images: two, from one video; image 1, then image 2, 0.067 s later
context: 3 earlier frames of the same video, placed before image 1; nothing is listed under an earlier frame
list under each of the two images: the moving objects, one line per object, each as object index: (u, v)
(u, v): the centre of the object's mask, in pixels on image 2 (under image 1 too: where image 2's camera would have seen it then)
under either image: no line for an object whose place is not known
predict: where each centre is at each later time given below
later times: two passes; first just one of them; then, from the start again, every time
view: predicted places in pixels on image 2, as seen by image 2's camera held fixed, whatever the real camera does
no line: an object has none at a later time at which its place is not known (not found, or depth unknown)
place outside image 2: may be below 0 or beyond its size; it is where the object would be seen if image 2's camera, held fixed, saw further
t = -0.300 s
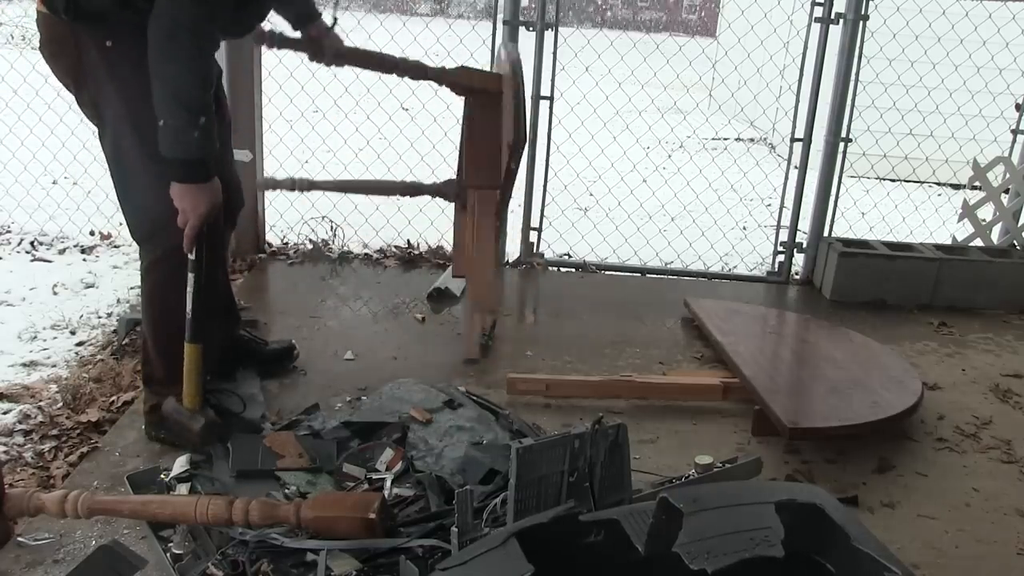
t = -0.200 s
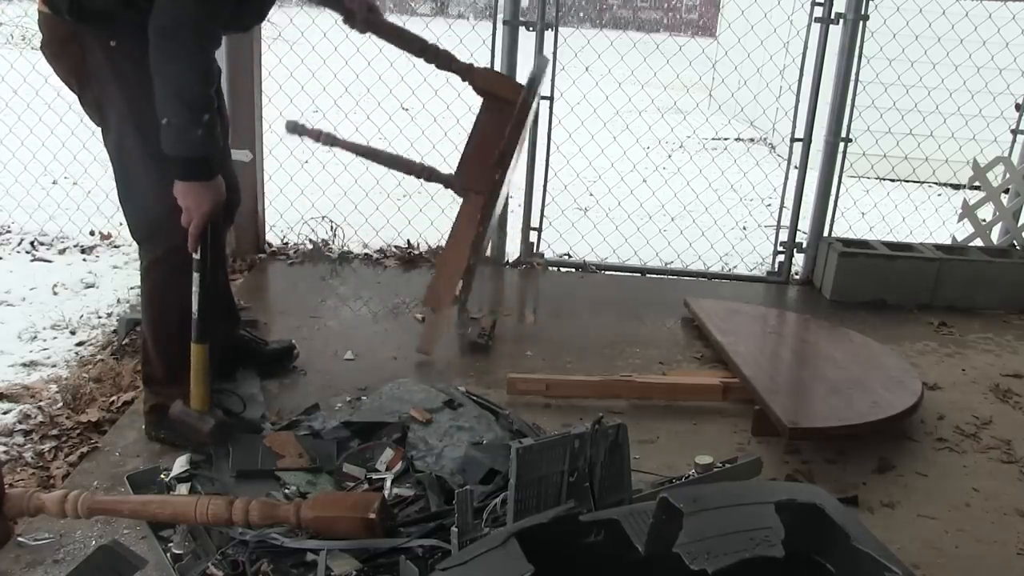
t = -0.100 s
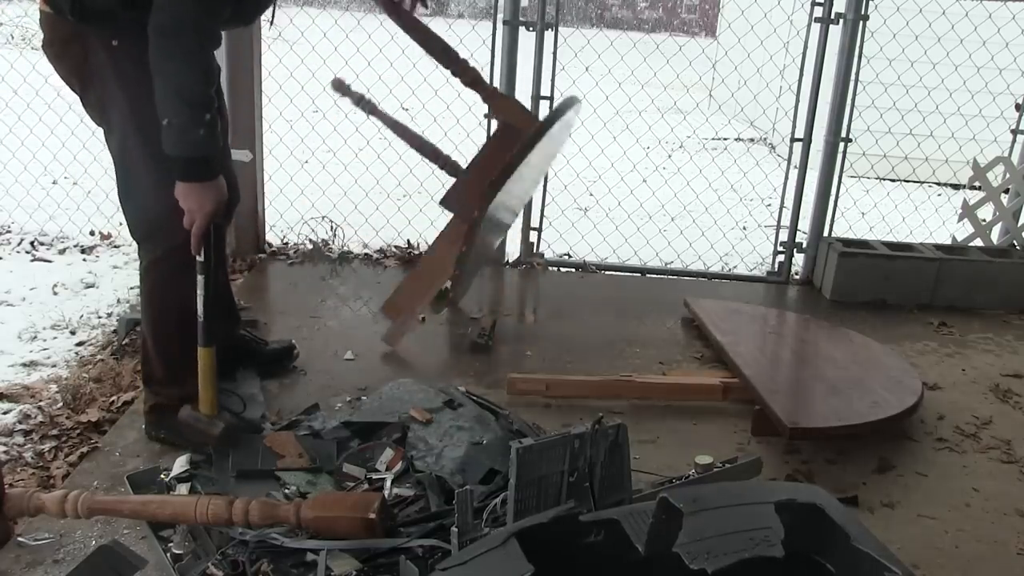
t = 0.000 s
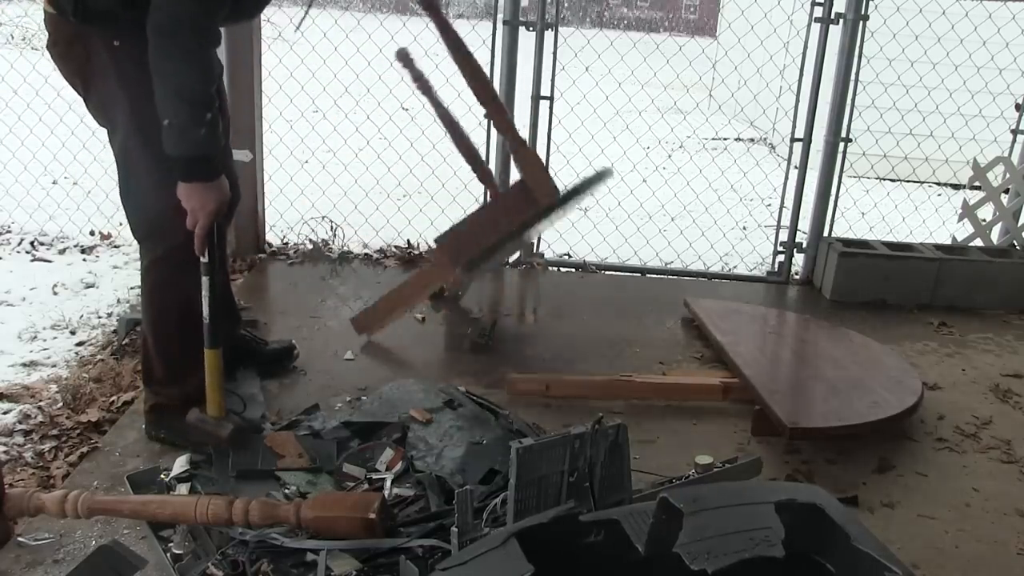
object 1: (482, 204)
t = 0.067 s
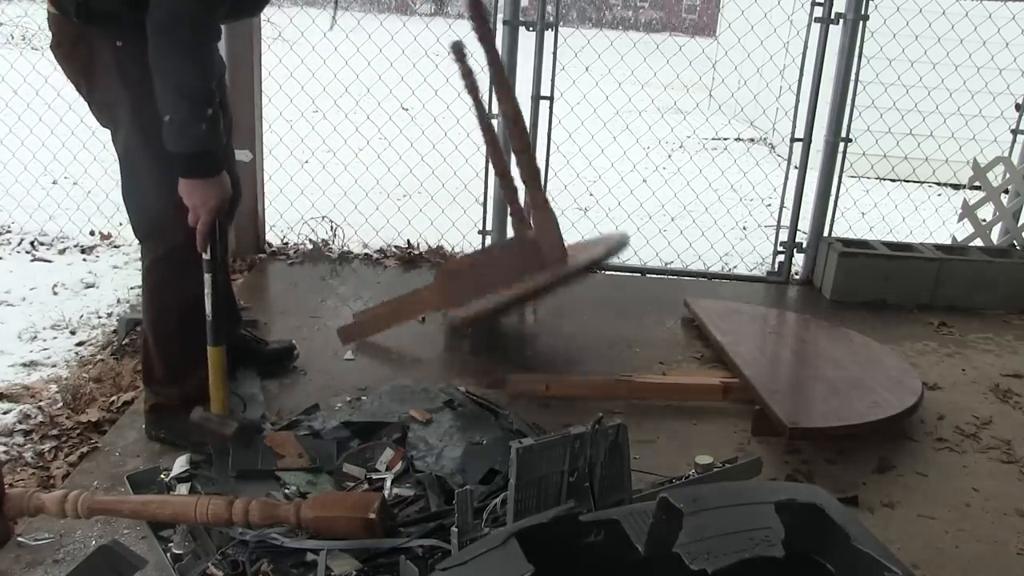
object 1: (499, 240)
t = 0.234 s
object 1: (531, 289)
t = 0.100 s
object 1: (503, 256)
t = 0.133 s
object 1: (514, 291)
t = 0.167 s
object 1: (519, 321)
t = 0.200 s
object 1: (529, 304)
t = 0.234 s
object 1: (531, 289)
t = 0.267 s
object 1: (533, 279)
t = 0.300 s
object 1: (535, 272)
